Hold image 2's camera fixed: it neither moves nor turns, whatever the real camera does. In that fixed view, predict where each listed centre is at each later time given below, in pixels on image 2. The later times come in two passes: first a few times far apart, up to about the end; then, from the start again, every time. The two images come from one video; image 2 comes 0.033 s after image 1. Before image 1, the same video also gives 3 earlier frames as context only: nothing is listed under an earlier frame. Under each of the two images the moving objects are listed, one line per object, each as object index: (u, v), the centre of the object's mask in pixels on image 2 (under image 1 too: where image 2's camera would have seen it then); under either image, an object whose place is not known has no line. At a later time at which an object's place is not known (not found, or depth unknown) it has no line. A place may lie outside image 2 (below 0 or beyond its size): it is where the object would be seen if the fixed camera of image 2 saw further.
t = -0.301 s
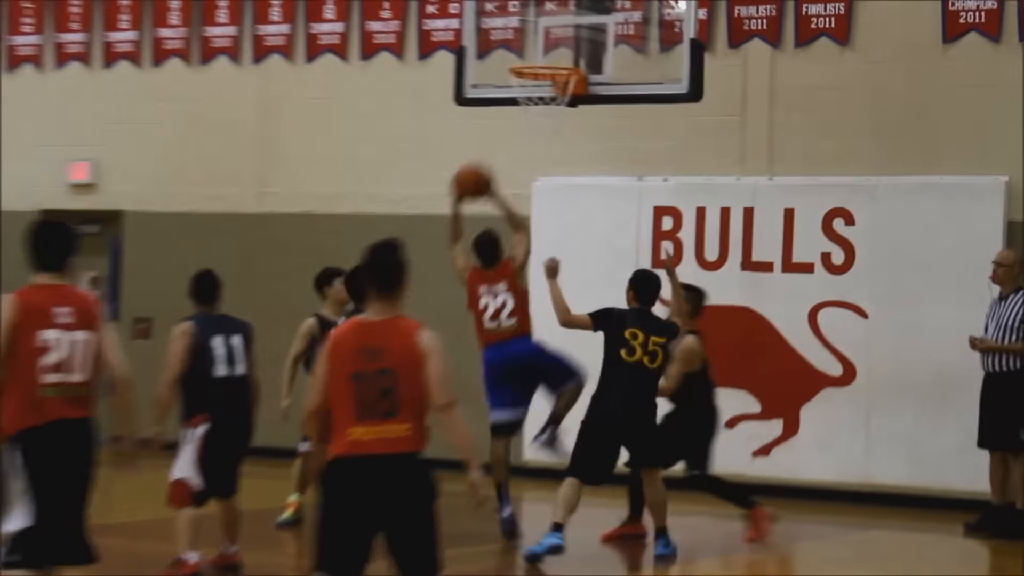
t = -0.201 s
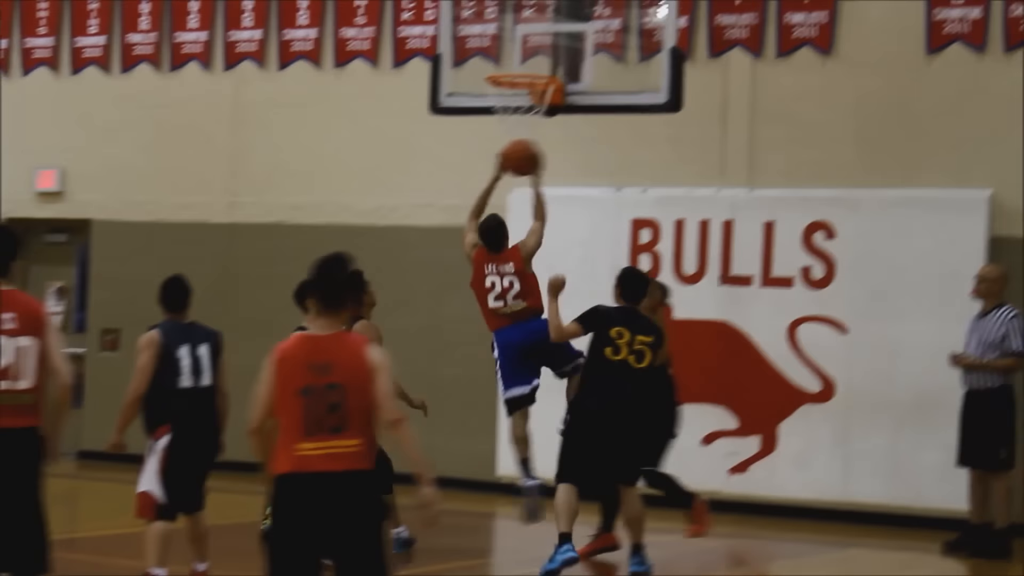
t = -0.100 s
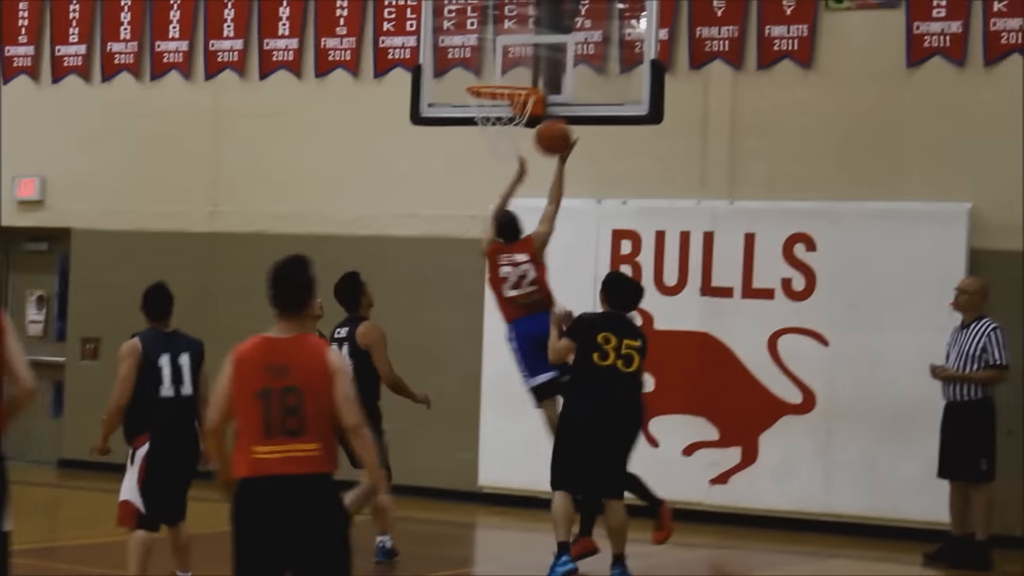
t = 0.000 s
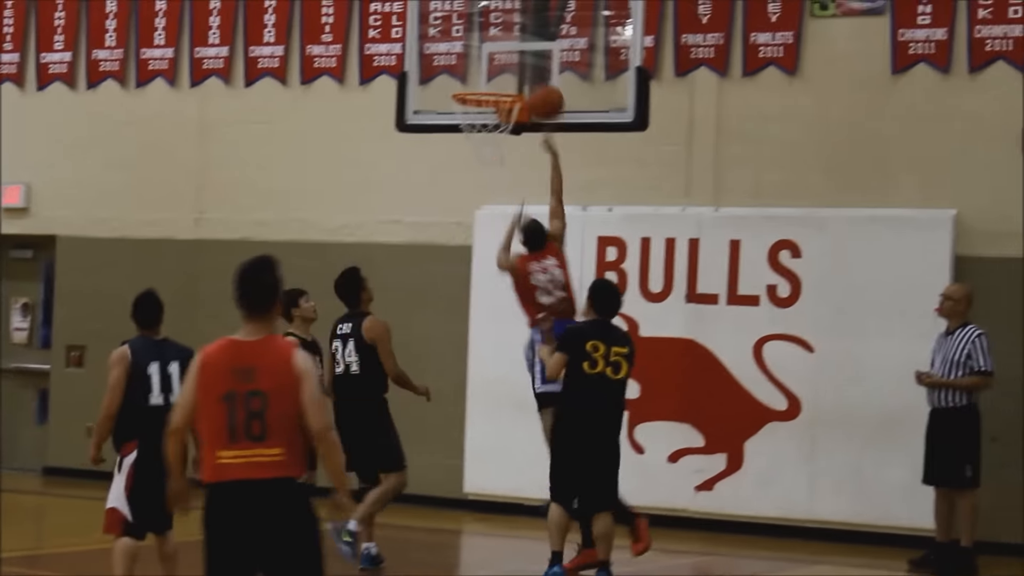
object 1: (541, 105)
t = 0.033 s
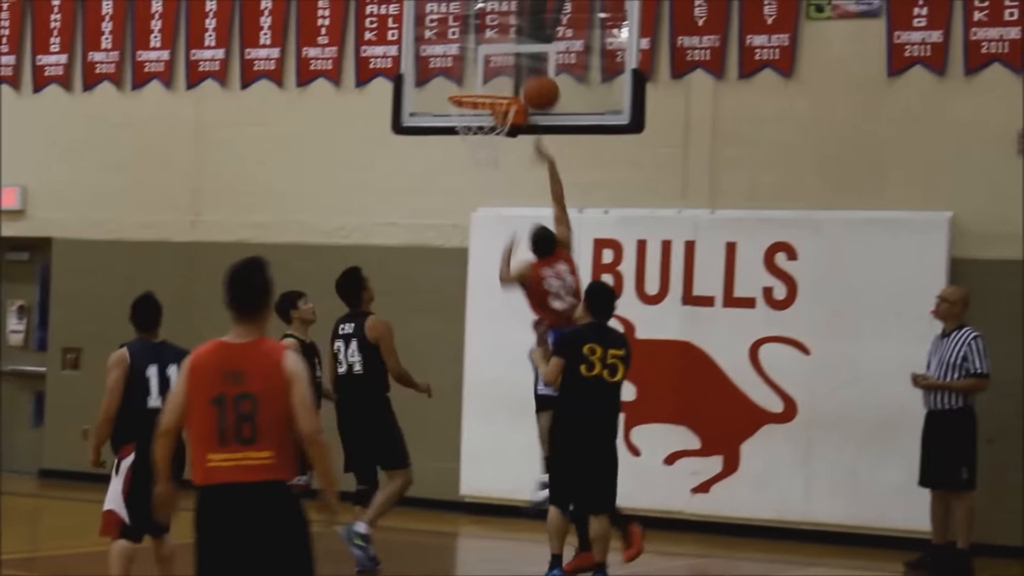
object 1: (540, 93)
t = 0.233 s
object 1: (537, 59)
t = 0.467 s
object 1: (503, 68)
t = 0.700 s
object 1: (479, 139)
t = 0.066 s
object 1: (540, 83)
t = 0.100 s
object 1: (540, 75)
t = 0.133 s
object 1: (539, 68)
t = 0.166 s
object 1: (539, 64)
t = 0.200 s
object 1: (538, 60)
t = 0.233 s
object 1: (537, 59)
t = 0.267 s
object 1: (536, 59)
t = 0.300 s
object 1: (531, 57)
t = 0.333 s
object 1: (526, 56)
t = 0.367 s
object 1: (519, 56)
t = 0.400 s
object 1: (513, 58)
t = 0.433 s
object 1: (508, 62)
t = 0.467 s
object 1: (503, 68)
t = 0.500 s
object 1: (496, 75)
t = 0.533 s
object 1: (490, 81)
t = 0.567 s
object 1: (483, 88)
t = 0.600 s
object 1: (482, 105)
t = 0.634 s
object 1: (482, 113)
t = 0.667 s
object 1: (480, 127)
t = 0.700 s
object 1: (479, 139)
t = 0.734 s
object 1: (479, 152)
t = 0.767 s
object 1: (477, 171)
